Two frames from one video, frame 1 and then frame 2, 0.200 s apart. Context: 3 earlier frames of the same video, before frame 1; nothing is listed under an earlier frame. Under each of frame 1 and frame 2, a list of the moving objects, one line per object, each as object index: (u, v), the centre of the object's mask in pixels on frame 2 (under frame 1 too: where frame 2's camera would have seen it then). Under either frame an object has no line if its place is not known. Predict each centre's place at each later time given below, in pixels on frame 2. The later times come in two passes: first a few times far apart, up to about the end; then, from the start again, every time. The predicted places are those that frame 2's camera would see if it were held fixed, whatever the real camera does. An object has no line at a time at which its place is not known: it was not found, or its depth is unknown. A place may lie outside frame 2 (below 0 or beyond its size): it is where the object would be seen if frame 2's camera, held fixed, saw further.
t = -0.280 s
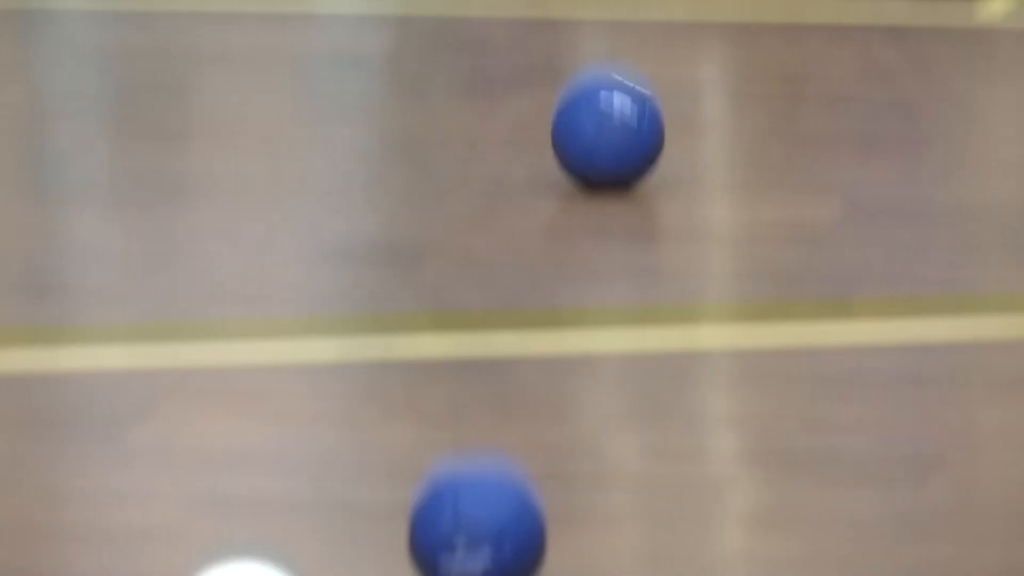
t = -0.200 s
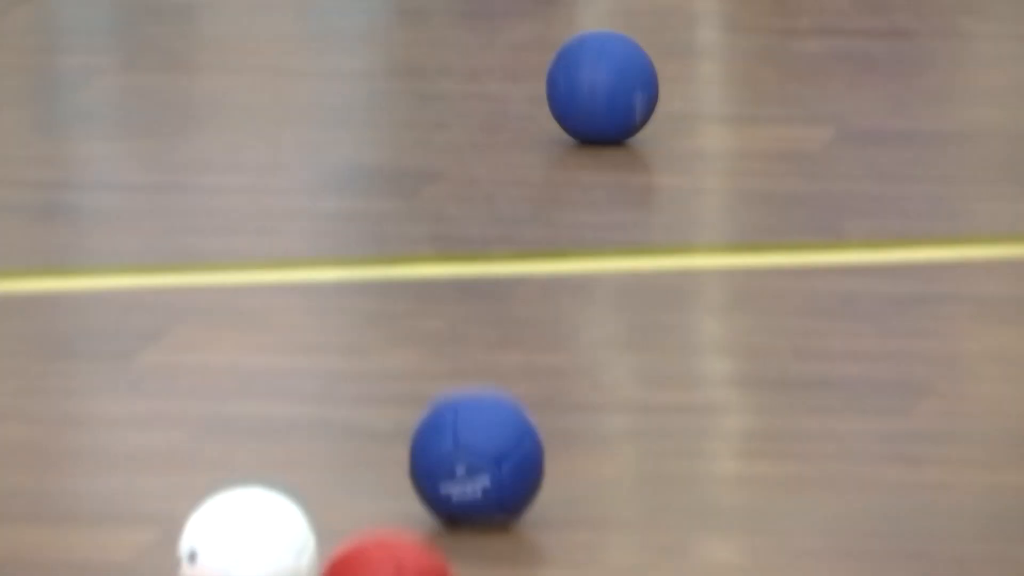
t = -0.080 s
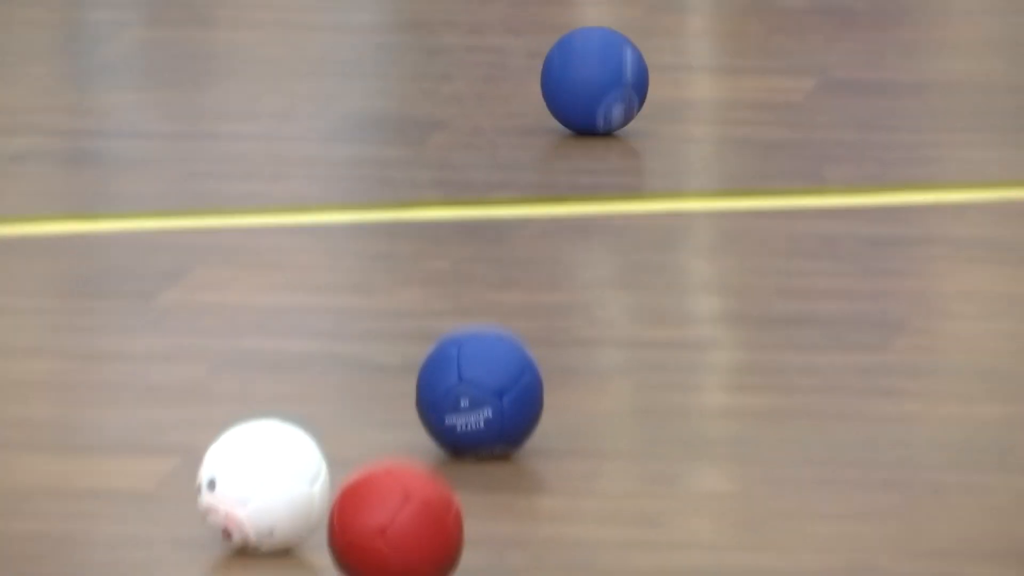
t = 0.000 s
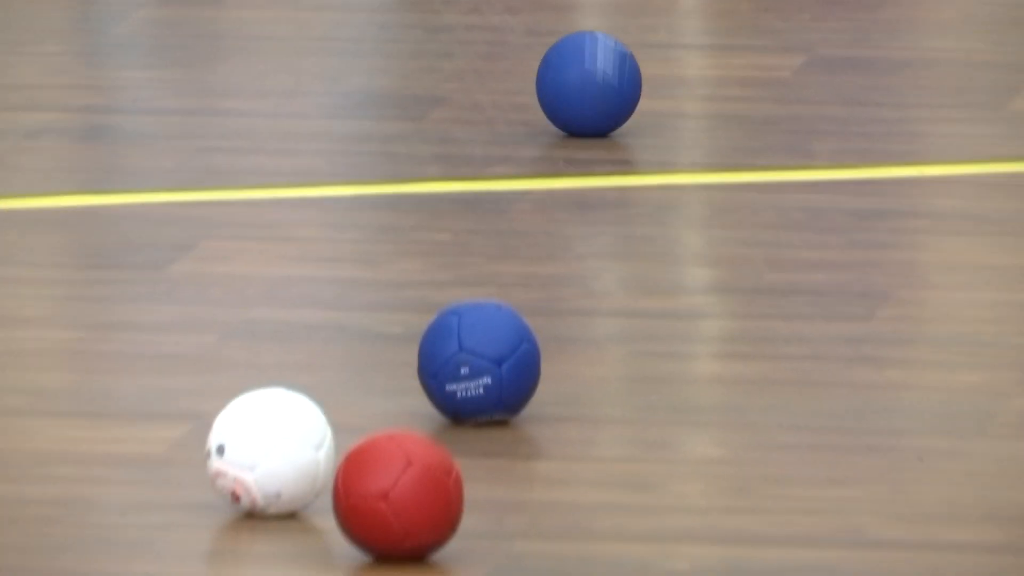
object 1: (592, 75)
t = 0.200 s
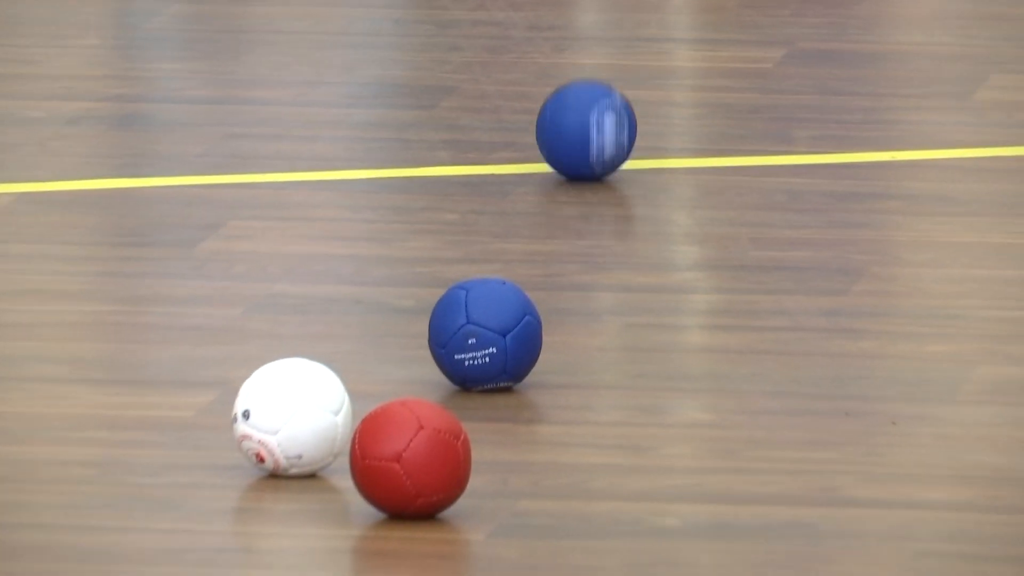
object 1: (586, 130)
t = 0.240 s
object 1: (587, 141)
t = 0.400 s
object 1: (588, 186)
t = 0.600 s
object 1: (597, 236)
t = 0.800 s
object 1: (603, 280)
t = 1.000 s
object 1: (610, 324)
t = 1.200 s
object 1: (614, 365)
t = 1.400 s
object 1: (622, 404)
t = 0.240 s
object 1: (587, 141)
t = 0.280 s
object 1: (587, 152)
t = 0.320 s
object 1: (587, 165)
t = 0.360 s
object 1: (588, 176)
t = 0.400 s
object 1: (588, 186)
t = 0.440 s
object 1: (590, 195)
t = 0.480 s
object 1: (592, 208)
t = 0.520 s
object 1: (592, 217)
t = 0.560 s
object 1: (593, 227)
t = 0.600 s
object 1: (597, 236)
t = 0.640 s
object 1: (598, 246)
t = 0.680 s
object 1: (600, 254)
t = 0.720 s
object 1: (601, 263)
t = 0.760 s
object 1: (602, 272)
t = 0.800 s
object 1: (603, 280)
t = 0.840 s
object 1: (605, 289)
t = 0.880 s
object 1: (606, 298)
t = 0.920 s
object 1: (607, 305)
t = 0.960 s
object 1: (608, 313)
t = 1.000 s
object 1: (610, 324)
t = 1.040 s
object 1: (611, 332)
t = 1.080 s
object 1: (612, 341)
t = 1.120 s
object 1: (613, 350)
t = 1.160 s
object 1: (613, 357)
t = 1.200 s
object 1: (614, 365)
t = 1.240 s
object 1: (615, 375)
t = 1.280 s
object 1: (618, 382)
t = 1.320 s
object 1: (620, 389)
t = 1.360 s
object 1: (621, 397)
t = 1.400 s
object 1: (622, 404)
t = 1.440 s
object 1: (623, 411)
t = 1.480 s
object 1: (625, 417)
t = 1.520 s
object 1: (627, 424)
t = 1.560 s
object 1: (629, 432)
